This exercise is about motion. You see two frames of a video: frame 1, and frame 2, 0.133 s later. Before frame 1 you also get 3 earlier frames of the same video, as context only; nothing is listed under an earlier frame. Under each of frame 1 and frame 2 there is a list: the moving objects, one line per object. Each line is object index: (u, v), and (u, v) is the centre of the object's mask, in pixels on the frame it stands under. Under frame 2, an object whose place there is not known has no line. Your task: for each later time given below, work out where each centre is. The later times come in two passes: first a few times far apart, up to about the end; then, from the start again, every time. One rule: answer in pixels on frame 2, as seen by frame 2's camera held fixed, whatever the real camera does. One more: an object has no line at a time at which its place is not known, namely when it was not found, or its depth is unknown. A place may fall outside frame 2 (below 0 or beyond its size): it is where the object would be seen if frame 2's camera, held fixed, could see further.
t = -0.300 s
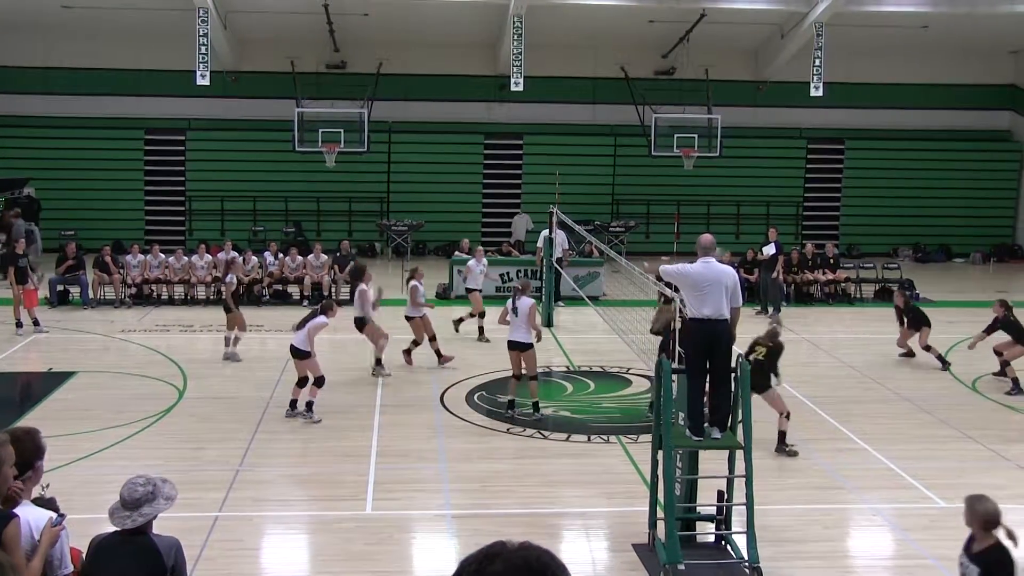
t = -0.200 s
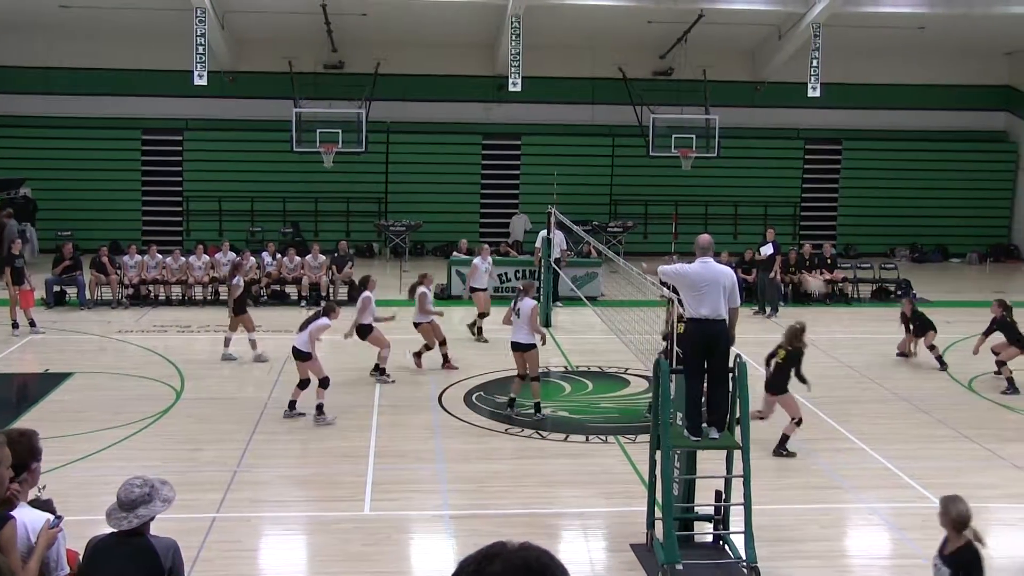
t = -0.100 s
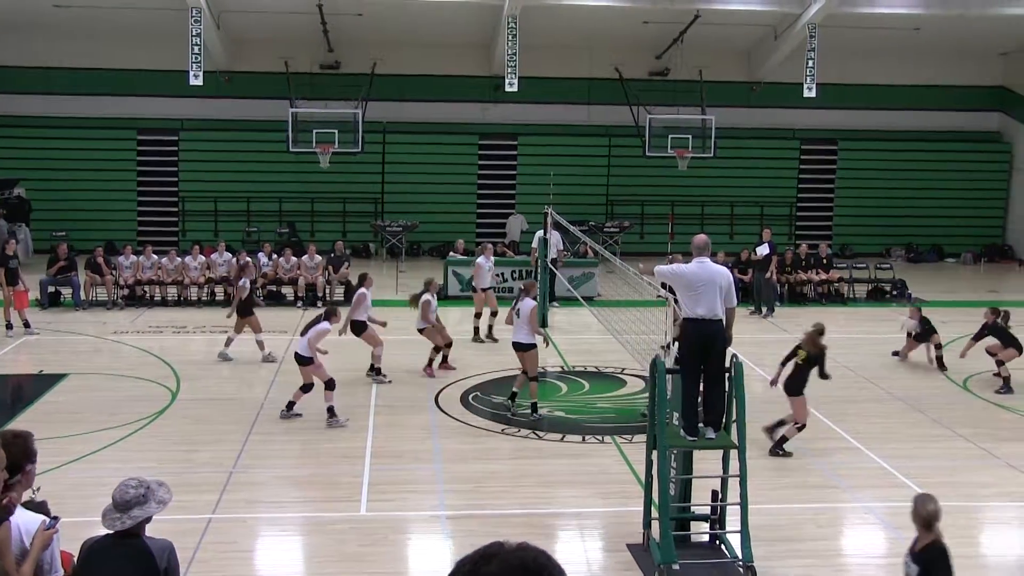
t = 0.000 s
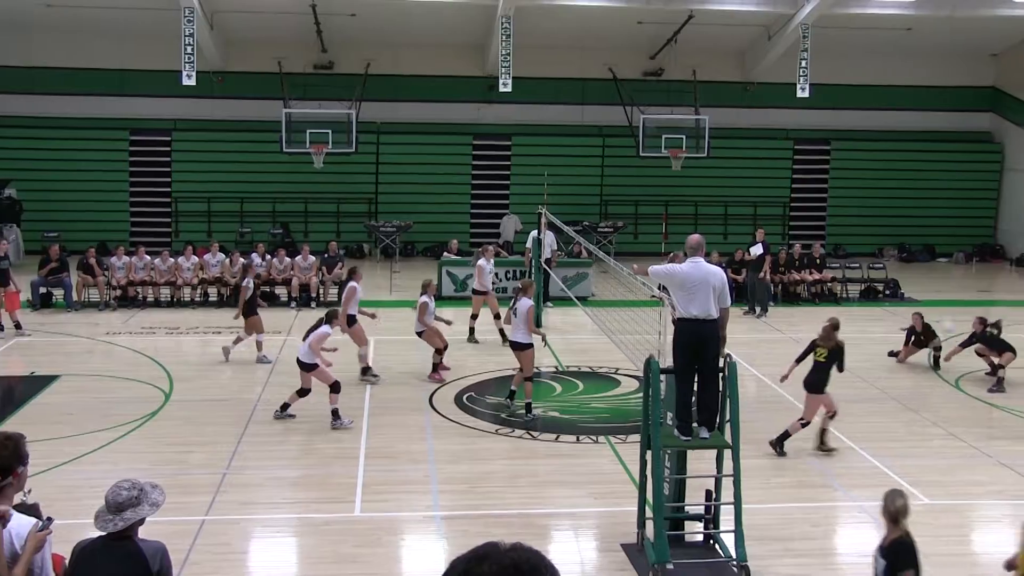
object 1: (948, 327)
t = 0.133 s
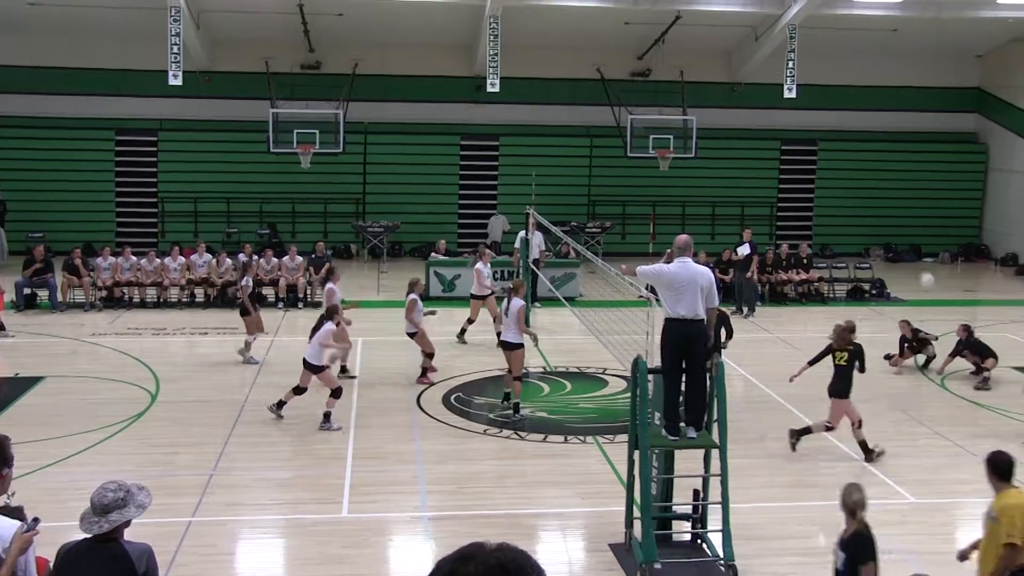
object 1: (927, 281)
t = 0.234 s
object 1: (923, 250)
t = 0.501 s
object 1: (914, 198)
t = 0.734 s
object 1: (904, 189)
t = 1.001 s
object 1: (890, 226)
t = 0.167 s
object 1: (925, 269)
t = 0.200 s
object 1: (924, 259)
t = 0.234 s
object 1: (923, 250)
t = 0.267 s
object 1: (922, 242)
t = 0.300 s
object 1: (921, 234)
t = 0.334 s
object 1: (920, 226)
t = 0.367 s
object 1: (919, 219)
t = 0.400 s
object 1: (917, 213)
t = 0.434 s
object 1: (916, 207)
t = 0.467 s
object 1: (915, 202)
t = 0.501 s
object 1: (914, 198)
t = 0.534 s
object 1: (912, 195)
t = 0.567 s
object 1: (911, 192)
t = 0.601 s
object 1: (910, 190)
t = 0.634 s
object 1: (908, 188)
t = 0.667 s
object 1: (907, 188)
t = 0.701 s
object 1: (905, 188)
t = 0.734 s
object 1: (904, 189)
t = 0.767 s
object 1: (902, 191)
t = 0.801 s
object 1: (901, 193)
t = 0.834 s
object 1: (899, 196)
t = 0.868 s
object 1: (898, 200)
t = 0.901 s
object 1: (896, 206)
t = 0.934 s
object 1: (894, 212)
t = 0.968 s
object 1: (892, 218)
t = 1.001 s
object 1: (890, 226)
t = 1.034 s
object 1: (888, 235)
